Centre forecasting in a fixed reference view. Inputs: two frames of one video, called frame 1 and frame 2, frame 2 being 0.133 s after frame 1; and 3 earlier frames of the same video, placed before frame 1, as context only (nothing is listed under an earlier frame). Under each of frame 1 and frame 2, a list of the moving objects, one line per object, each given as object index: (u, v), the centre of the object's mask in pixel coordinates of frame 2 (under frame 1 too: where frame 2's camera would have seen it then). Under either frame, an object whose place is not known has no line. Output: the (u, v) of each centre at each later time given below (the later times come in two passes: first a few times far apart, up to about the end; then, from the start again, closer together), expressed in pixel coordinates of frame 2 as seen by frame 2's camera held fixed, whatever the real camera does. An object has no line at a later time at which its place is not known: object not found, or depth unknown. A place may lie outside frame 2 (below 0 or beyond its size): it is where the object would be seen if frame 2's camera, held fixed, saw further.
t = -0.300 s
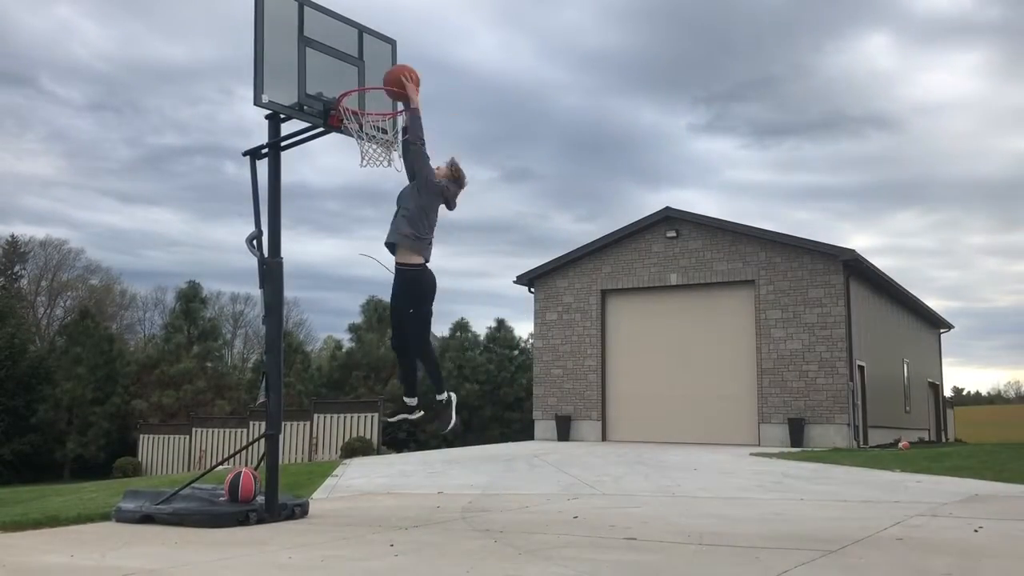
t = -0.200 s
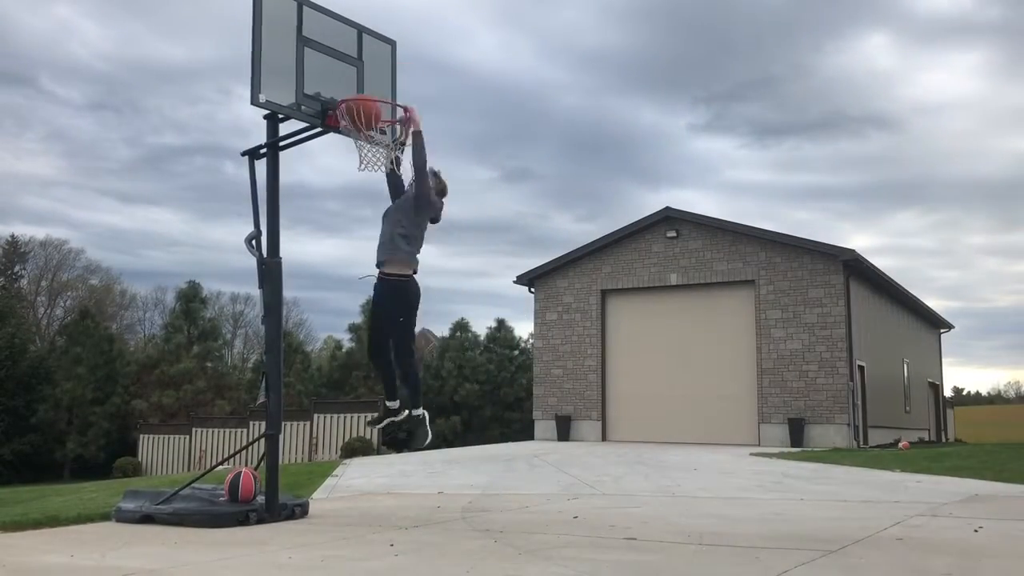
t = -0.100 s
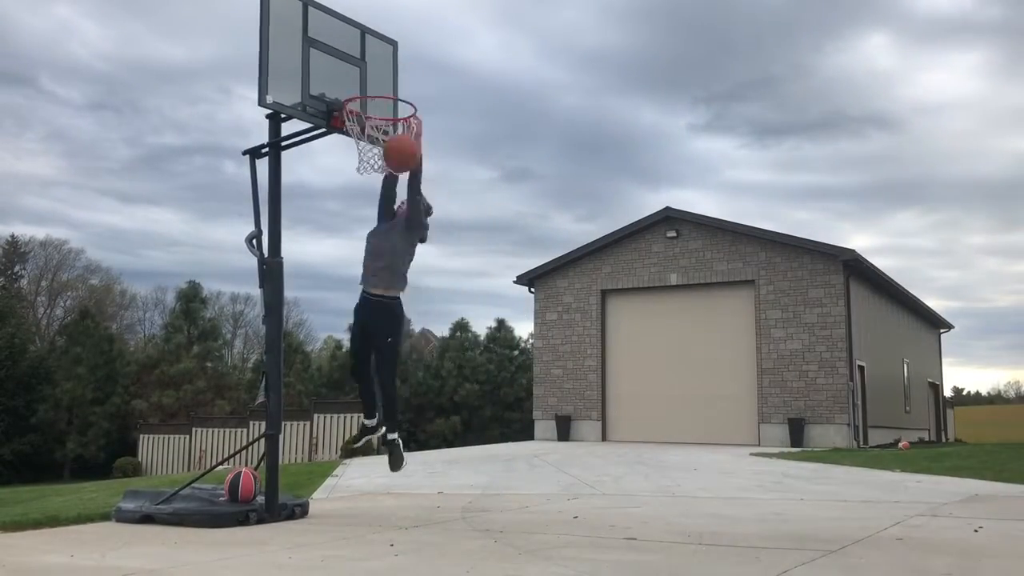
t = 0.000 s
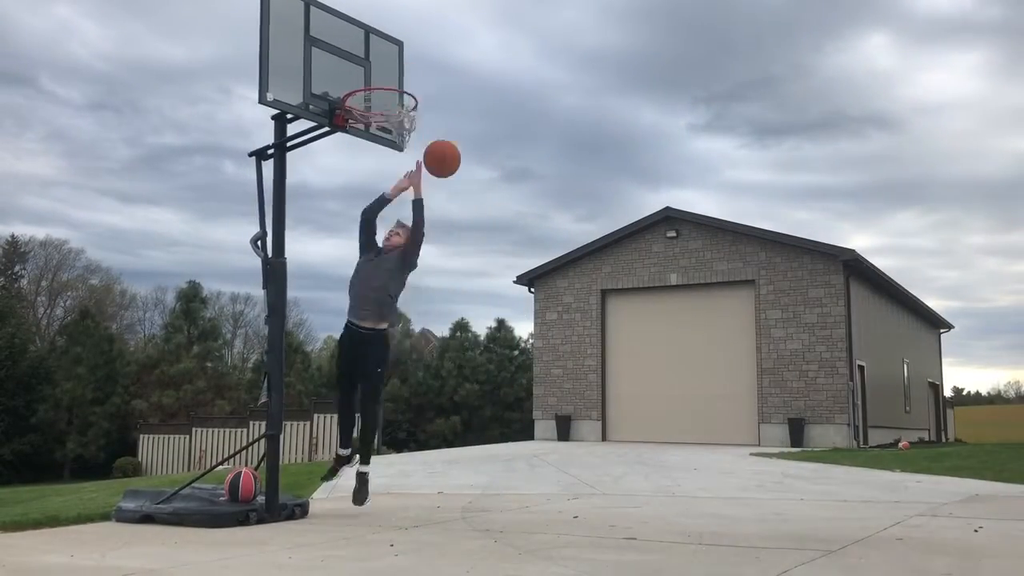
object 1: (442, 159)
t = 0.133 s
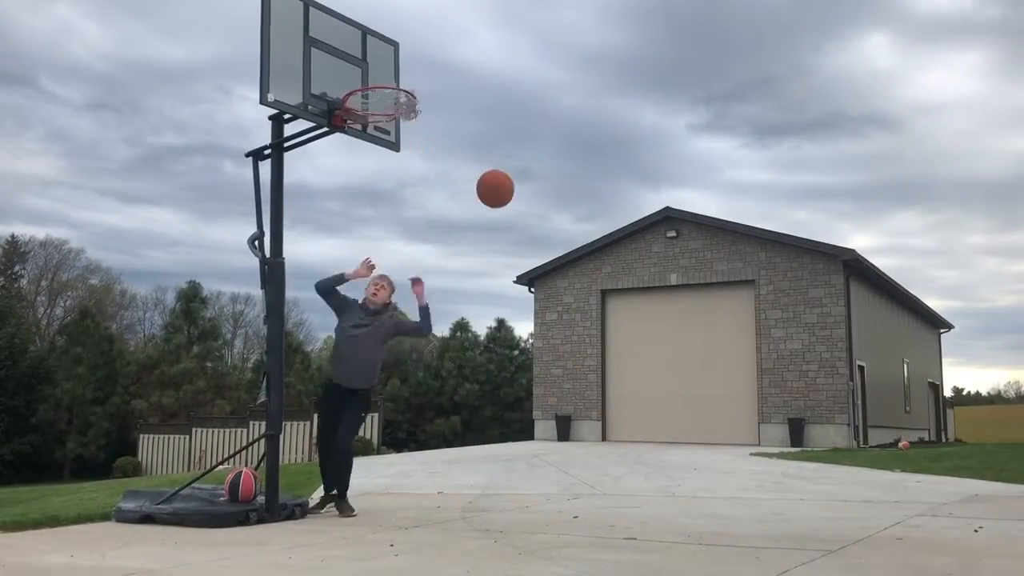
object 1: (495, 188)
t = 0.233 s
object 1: (534, 229)
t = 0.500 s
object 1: (643, 421)
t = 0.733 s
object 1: (747, 383)
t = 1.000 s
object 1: (884, 257)
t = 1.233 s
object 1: (1012, 243)
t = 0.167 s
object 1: (508, 200)
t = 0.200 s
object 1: (521, 214)
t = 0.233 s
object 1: (534, 229)
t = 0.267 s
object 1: (548, 246)
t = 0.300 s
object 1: (561, 264)
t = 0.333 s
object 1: (574, 285)
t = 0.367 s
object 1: (588, 309)
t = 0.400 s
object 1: (602, 333)
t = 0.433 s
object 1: (615, 360)
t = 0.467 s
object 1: (628, 389)
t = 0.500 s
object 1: (643, 421)
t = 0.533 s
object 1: (656, 456)
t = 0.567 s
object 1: (670, 492)
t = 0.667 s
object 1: (716, 432)
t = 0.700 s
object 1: (732, 406)
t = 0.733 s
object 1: (747, 383)
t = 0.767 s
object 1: (762, 361)
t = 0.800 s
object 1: (781, 340)
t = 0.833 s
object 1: (797, 323)
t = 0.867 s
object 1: (814, 306)
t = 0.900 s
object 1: (831, 291)
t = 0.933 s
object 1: (850, 277)
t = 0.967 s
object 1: (866, 266)
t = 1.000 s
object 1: (884, 257)
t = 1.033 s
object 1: (903, 249)
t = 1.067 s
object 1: (922, 243)
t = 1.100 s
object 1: (941, 239)
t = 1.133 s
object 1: (961, 237)
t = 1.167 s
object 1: (981, 237)
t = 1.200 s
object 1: (1001, 239)
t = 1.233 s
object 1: (1012, 243)
